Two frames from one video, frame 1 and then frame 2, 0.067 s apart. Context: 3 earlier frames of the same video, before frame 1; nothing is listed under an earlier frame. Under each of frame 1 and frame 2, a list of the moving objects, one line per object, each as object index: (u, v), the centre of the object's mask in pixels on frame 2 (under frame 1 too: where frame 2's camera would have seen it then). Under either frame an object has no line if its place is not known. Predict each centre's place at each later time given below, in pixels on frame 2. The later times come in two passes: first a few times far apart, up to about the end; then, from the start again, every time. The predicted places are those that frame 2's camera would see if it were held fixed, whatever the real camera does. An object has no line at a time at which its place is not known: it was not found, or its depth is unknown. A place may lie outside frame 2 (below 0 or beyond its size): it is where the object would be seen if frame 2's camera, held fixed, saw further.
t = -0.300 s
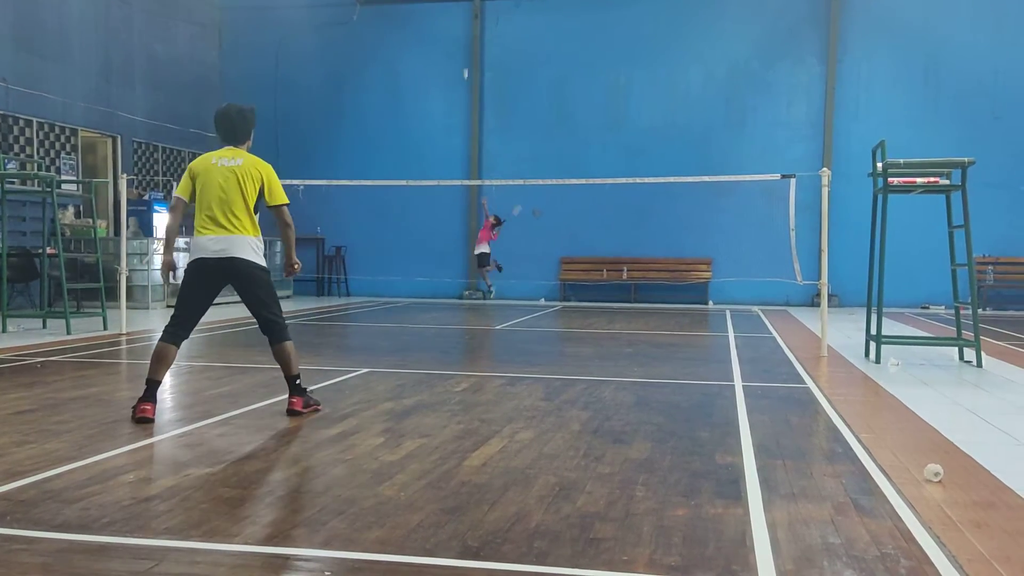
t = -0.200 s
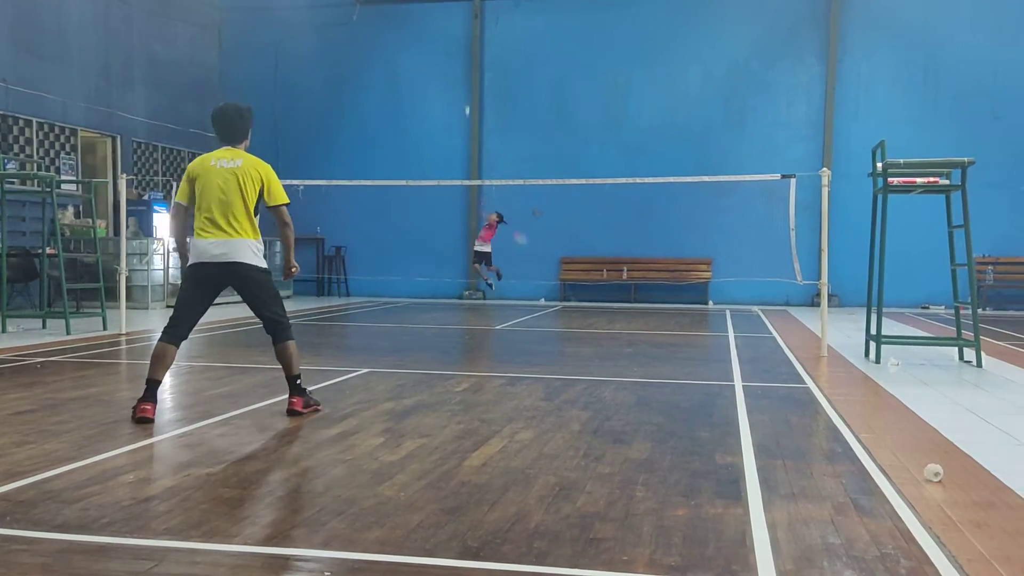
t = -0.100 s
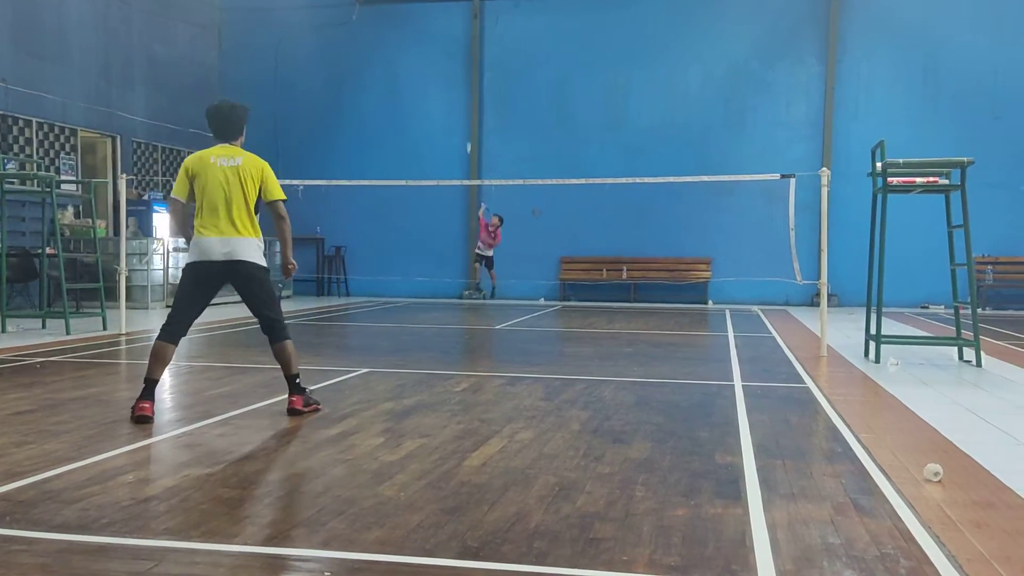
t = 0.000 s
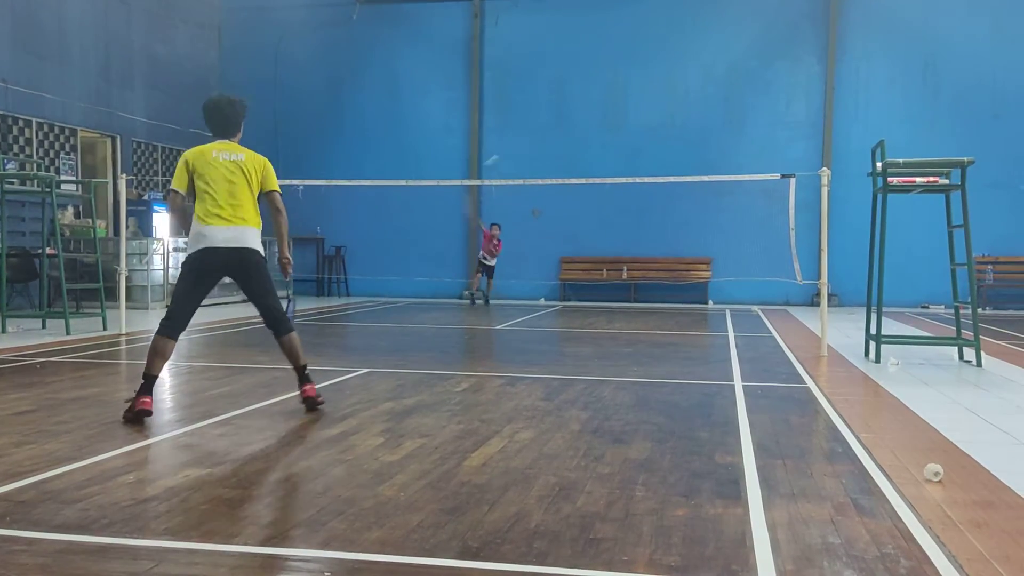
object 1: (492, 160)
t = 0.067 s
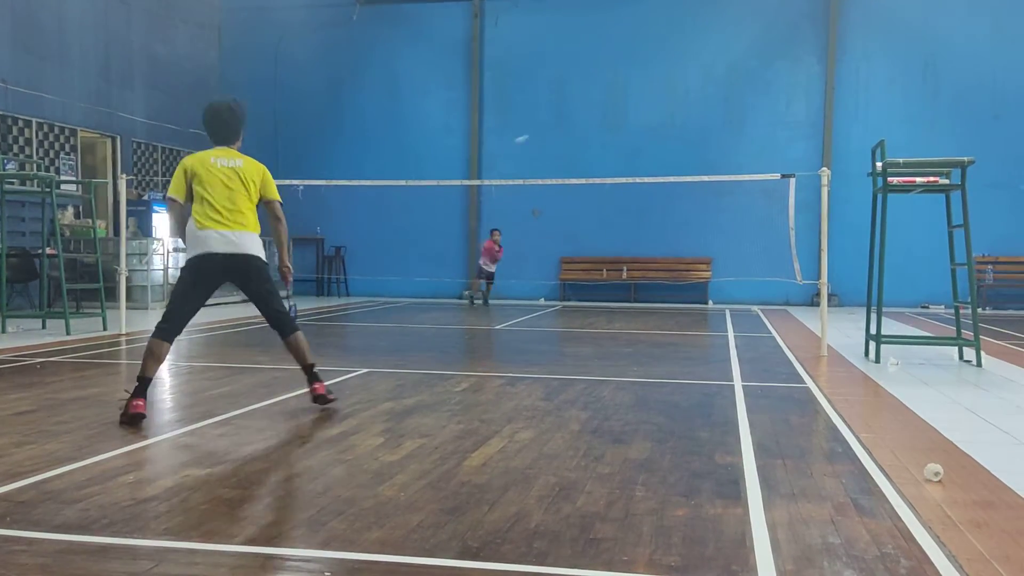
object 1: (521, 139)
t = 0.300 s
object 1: (609, 107)
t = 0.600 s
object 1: (698, 143)
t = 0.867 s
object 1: (762, 256)
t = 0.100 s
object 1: (536, 132)
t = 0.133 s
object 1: (549, 125)
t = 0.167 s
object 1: (562, 119)
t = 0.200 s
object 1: (574, 114)
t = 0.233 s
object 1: (586, 111)
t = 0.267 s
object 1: (597, 108)
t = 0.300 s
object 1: (609, 107)
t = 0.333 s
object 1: (619, 107)
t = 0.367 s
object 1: (629, 108)
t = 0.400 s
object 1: (640, 109)
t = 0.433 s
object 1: (650, 112)
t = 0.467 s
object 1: (660, 116)
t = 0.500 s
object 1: (670, 121)
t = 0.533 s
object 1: (679, 127)
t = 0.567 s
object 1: (688, 134)
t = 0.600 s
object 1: (698, 143)
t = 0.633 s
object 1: (706, 153)
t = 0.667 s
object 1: (715, 164)
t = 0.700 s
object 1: (723, 176)
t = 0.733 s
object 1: (732, 189)
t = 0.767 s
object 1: (739, 204)
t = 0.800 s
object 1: (747, 220)
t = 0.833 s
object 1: (755, 237)
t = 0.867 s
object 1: (762, 256)
